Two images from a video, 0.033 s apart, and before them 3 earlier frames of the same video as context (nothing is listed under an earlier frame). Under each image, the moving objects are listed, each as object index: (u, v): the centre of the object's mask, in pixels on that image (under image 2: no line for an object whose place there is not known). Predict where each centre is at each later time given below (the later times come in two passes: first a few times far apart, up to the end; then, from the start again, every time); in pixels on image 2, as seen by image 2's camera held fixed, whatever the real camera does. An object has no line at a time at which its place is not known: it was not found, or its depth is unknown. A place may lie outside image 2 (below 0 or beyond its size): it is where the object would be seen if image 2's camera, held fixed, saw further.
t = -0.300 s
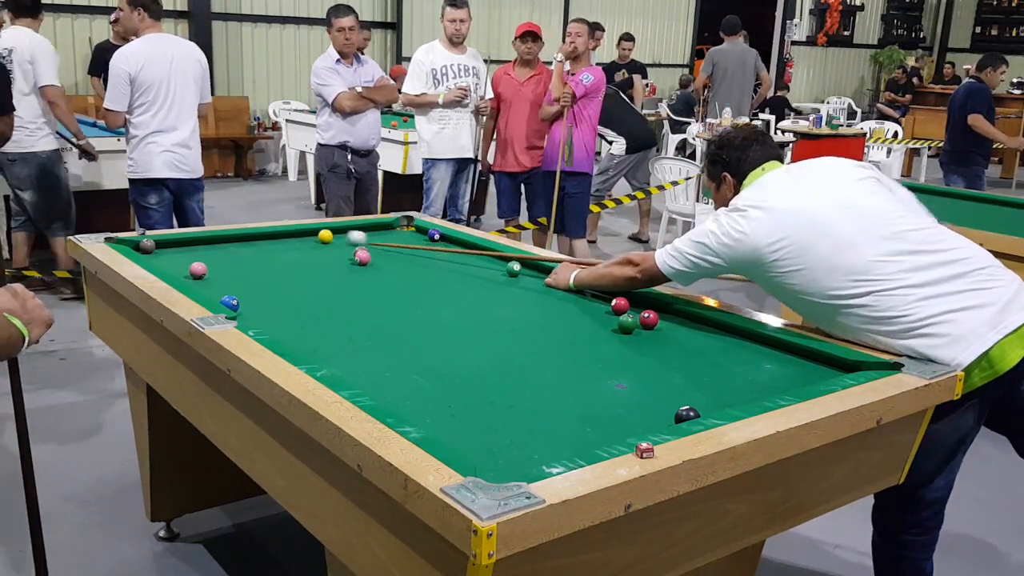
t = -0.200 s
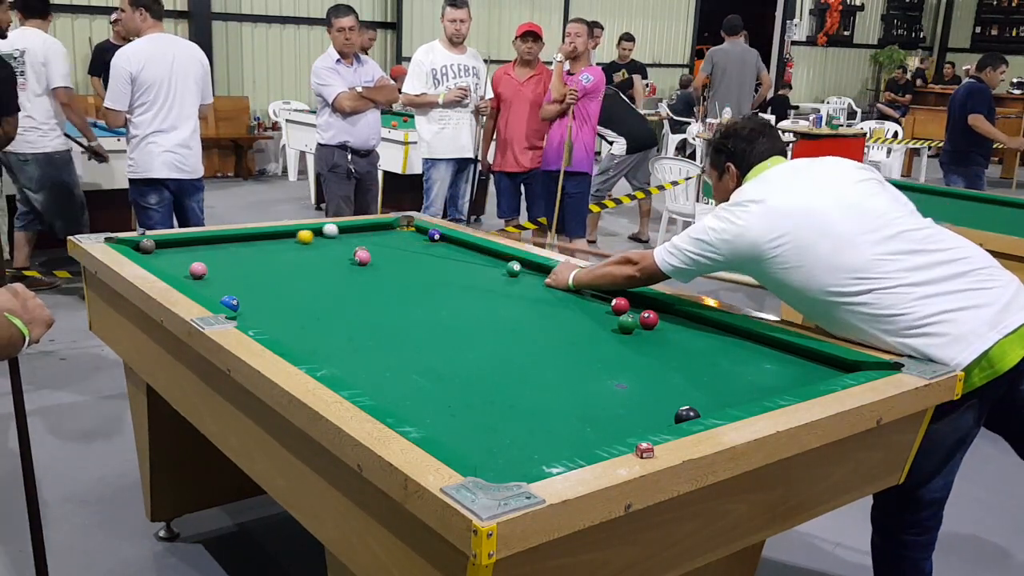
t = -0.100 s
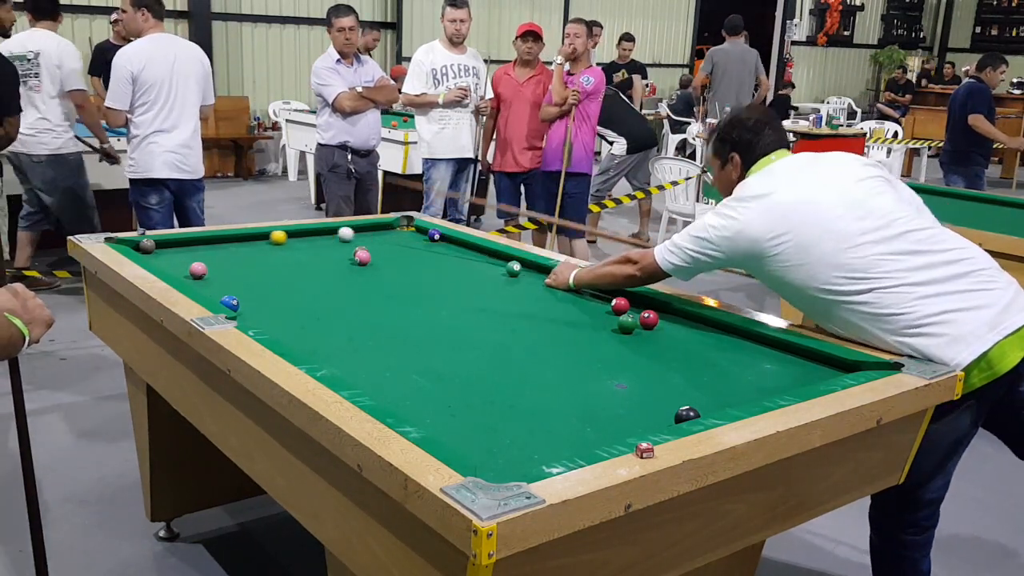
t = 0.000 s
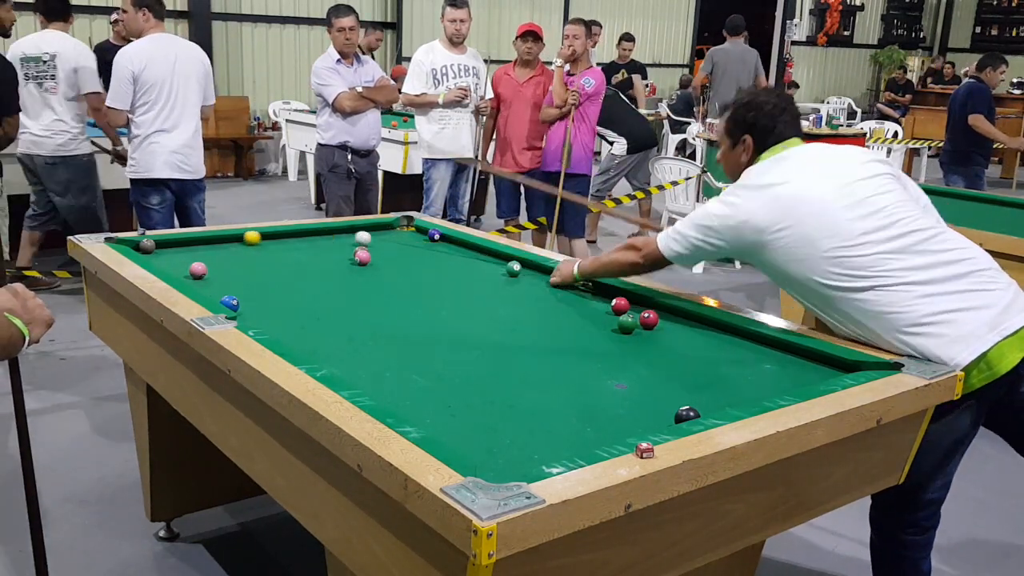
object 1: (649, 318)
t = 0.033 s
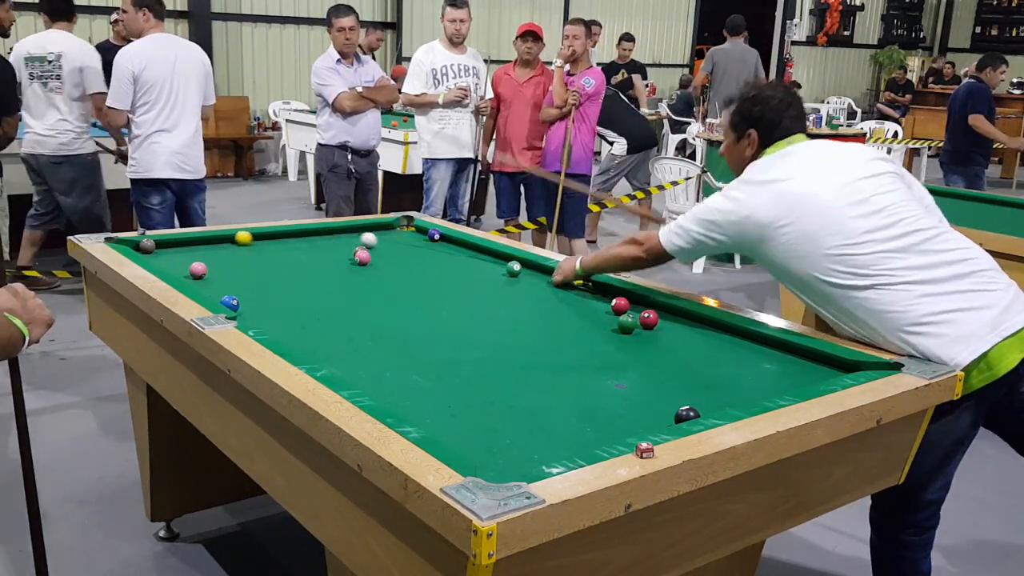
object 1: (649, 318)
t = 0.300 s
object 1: (649, 318)
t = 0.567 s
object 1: (649, 318)
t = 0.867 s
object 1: (649, 319)
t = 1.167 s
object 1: (649, 319)
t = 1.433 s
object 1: (651, 323)
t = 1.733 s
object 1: (657, 332)
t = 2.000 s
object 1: (662, 339)
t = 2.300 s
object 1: (666, 348)
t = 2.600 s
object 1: (670, 355)
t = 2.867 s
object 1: (673, 361)
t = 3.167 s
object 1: (676, 366)
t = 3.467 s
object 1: (677, 371)
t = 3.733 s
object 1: (677, 374)
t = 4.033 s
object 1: (676, 377)
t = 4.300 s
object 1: (676, 377)
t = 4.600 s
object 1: (675, 377)
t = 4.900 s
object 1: (675, 377)
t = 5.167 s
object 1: (675, 377)
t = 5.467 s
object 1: (675, 377)
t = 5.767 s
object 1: (675, 378)
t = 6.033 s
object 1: (675, 377)
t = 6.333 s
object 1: (675, 377)
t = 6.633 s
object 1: (675, 378)
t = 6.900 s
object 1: (675, 378)
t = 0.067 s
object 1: (649, 318)
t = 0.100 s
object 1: (649, 318)
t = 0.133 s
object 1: (649, 318)
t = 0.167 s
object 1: (649, 318)
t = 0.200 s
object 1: (649, 318)
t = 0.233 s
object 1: (649, 318)
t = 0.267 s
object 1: (649, 318)
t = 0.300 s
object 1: (649, 318)
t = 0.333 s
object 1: (649, 318)
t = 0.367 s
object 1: (649, 318)
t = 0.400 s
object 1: (649, 318)
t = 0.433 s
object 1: (649, 318)
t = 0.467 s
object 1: (649, 318)
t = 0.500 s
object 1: (649, 318)
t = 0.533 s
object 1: (649, 319)
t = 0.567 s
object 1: (649, 318)
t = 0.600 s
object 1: (649, 319)
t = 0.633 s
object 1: (649, 318)
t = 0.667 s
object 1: (649, 318)
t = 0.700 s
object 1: (649, 318)
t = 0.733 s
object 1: (649, 319)
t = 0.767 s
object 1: (649, 319)
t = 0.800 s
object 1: (649, 319)
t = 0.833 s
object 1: (649, 319)
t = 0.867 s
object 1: (649, 319)
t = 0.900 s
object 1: (649, 319)
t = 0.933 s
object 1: (649, 319)
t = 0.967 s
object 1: (649, 319)
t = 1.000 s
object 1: (649, 319)
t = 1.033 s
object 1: (649, 318)
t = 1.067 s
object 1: (649, 319)
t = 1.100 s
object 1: (649, 319)
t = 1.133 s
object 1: (649, 319)
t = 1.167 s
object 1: (649, 319)
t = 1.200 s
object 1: (649, 319)
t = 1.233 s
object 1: (649, 319)
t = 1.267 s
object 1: (649, 318)
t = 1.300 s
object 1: (649, 319)
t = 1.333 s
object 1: (649, 319)
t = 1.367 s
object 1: (650, 321)
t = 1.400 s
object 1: (650, 322)
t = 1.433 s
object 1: (651, 323)
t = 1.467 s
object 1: (652, 323)
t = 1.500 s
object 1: (653, 324)
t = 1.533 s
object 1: (653, 325)
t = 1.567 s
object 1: (654, 326)
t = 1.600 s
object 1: (654, 327)
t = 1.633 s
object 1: (655, 328)
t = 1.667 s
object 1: (656, 330)
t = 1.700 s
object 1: (656, 331)
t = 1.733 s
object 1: (657, 332)
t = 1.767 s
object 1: (657, 333)
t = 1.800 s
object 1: (658, 334)
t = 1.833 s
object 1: (659, 335)
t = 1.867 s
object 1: (659, 336)
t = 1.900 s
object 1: (660, 337)
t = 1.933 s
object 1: (660, 338)
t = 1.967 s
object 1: (661, 339)
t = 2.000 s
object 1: (662, 339)
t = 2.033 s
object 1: (662, 340)
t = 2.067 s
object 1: (663, 341)
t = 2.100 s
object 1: (663, 342)
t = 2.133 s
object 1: (664, 343)
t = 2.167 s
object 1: (664, 344)
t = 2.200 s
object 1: (665, 345)
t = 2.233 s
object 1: (665, 346)
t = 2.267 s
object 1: (666, 347)
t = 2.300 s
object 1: (666, 348)
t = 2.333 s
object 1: (667, 348)
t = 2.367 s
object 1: (667, 349)
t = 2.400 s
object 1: (668, 350)
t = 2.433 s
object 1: (668, 351)
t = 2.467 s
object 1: (669, 352)
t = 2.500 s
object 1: (669, 352)
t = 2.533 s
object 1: (669, 353)
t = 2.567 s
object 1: (670, 354)
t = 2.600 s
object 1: (670, 355)
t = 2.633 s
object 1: (671, 356)
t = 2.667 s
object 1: (671, 356)
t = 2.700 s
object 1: (671, 357)
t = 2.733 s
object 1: (672, 358)
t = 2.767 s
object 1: (672, 359)
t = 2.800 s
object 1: (672, 359)
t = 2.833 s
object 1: (673, 359)
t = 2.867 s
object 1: (673, 361)
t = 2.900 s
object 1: (673, 362)
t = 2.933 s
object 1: (674, 362)
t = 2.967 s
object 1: (674, 363)
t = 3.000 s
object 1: (674, 363)
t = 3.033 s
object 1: (675, 364)
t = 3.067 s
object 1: (675, 365)
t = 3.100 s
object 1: (675, 365)
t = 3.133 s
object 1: (676, 365)
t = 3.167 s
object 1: (676, 366)
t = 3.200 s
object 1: (676, 367)
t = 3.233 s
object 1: (676, 368)
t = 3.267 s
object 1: (676, 368)
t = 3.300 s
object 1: (677, 369)
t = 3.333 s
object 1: (677, 369)
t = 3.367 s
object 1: (677, 370)
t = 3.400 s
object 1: (677, 370)
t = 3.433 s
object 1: (677, 371)
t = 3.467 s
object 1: (677, 371)
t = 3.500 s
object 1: (677, 372)
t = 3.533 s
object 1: (677, 372)
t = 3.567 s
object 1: (677, 372)
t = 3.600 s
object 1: (677, 373)
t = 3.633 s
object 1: (677, 373)
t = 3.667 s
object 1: (677, 374)
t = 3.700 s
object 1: (677, 374)
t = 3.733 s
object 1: (677, 374)
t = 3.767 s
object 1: (677, 375)
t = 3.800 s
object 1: (677, 375)
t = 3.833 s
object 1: (677, 375)
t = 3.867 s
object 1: (677, 375)
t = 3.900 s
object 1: (677, 376)
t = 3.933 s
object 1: (677, 376)
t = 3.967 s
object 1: (676, 376)
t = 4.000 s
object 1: (676, 376)
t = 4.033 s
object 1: (676, 377)
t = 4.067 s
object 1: (676, 377)
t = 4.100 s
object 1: (676, 377)
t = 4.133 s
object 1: (676, 377)
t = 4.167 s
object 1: (676, 377)
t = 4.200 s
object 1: (676, 377)
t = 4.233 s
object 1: (676, 377)
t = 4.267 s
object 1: (676, 377)
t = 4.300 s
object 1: (676, 377)
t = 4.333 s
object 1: (676, 377)
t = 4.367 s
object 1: (675, 377)
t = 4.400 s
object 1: (675, 377)
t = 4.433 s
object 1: (675, 377)
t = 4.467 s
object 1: (675, 377)
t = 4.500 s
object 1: (675, 377)
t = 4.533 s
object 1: (675, 377)
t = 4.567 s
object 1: (675, 377)
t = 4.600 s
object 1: (675, 377)
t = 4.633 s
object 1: (675, 377)
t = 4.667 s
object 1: (675, 377)
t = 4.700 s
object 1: (675, 377)
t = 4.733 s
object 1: (675, 377)
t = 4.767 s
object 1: (675, 377)
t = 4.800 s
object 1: (675, 377)
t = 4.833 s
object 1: (675, 377)
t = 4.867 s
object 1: (675, 377)
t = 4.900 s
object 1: (675, 377)
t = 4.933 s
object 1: (675, 377)
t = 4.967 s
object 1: (675, 377)
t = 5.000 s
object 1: (675, 377)
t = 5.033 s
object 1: (675, 377)
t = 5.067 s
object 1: (675, 377)
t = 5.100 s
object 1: (675, 377)
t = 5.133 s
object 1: (675, 377)
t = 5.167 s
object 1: (675, 377)
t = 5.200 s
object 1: (675, 377)
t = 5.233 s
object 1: (675, 377)
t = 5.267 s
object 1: (675, 377)
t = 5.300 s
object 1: (675, 377)
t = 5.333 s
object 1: (675, 377)
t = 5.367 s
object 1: (675, 377)
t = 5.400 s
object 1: (675, 377)
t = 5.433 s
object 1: (675, 377)
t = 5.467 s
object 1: (675, 377)
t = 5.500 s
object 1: (675, 377)
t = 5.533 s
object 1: (675, 377)
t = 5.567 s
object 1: (675, 377)
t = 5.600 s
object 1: (675, 377)
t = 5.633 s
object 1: (675, 377)
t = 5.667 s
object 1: (675, 377)
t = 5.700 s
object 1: (675, 378)
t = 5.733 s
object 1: (675, 378)
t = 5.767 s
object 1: (675, 378)
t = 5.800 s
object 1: (675, 377)
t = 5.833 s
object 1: (675, 377)
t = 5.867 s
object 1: (675, 377)
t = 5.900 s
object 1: (675, 377)
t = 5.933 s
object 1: (675, 377)
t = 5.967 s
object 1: (675, 378)
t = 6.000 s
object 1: (675, 378)
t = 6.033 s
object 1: (675, 377)
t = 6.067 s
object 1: (675, 378)
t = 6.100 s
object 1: (675, 377)
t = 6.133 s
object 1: (675, 377)
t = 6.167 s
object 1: (675, 377)
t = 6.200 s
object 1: (675, 378)
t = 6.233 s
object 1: (675, 378)
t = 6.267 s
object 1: (675, 377)
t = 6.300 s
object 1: (675, 377)
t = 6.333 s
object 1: (675, 377)
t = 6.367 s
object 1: (675, 378)
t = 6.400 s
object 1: (675, 377)
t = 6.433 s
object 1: (675, 378)
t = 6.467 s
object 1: (675, 378)
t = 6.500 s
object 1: (675, 378)
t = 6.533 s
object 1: (675, 377)
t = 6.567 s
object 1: (675, 378)
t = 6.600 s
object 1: (675, 378)
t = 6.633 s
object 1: (675, 378)
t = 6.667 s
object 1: (675, 378)
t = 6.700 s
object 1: (675, 378)
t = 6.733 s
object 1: (675, 377)
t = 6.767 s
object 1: (675, 378)
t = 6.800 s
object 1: (675, 377)
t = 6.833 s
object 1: (675, 377)
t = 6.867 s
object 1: (675, 377)
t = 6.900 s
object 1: (675, 378)
